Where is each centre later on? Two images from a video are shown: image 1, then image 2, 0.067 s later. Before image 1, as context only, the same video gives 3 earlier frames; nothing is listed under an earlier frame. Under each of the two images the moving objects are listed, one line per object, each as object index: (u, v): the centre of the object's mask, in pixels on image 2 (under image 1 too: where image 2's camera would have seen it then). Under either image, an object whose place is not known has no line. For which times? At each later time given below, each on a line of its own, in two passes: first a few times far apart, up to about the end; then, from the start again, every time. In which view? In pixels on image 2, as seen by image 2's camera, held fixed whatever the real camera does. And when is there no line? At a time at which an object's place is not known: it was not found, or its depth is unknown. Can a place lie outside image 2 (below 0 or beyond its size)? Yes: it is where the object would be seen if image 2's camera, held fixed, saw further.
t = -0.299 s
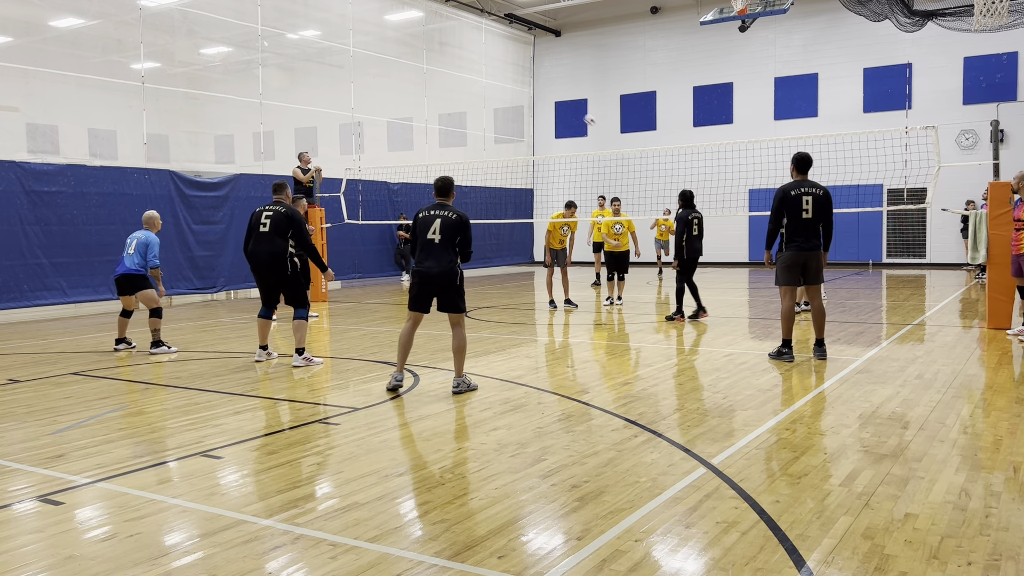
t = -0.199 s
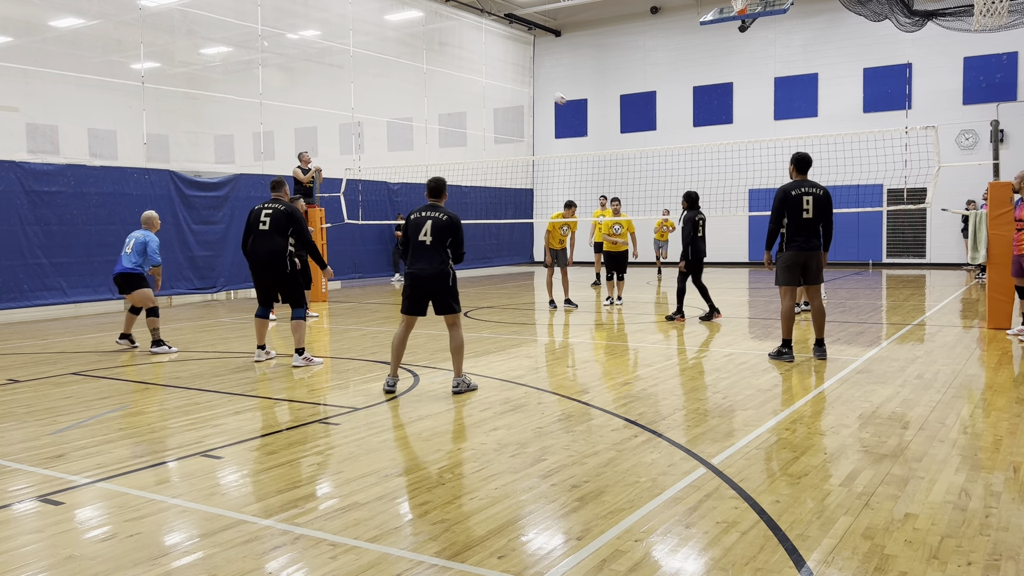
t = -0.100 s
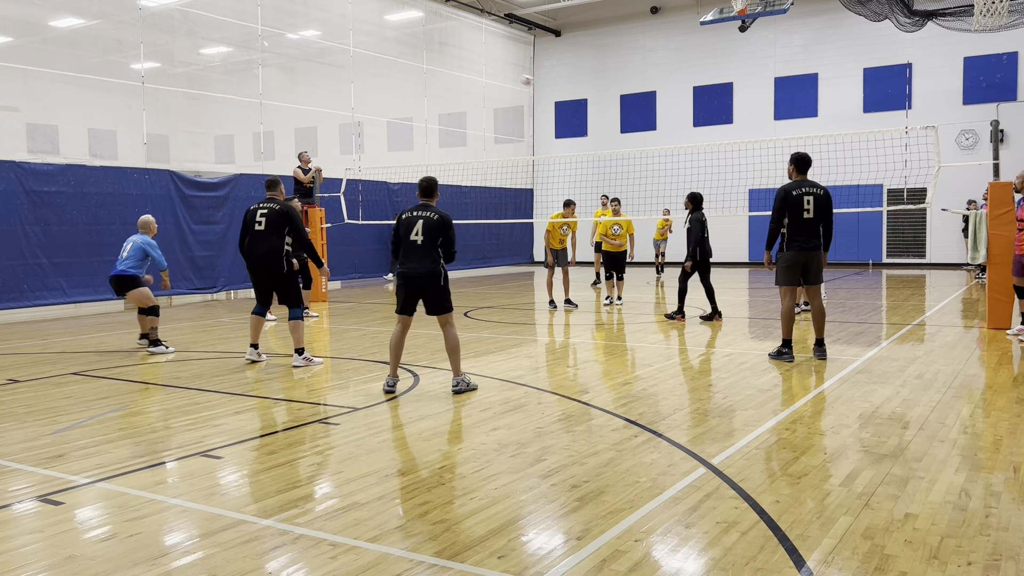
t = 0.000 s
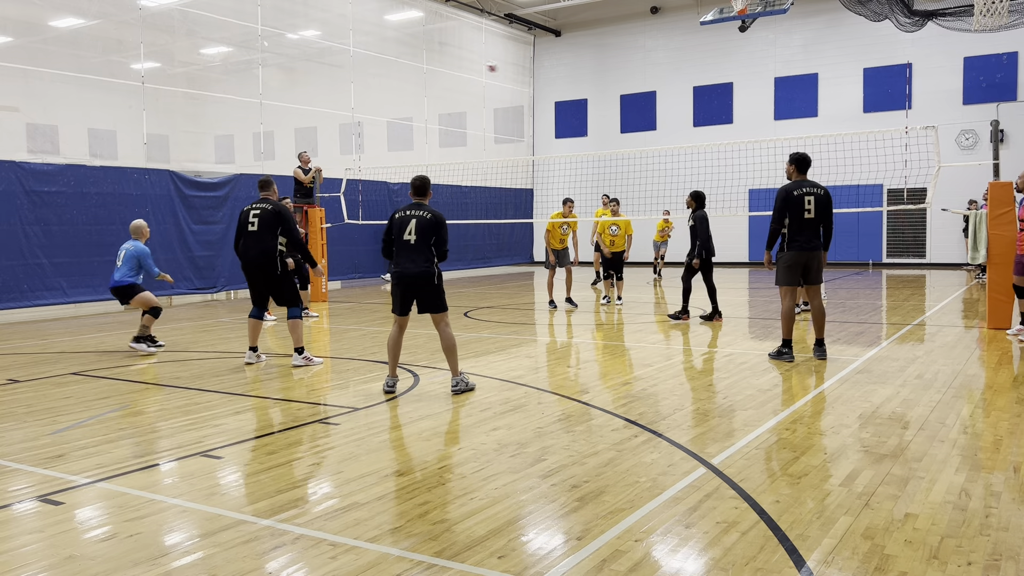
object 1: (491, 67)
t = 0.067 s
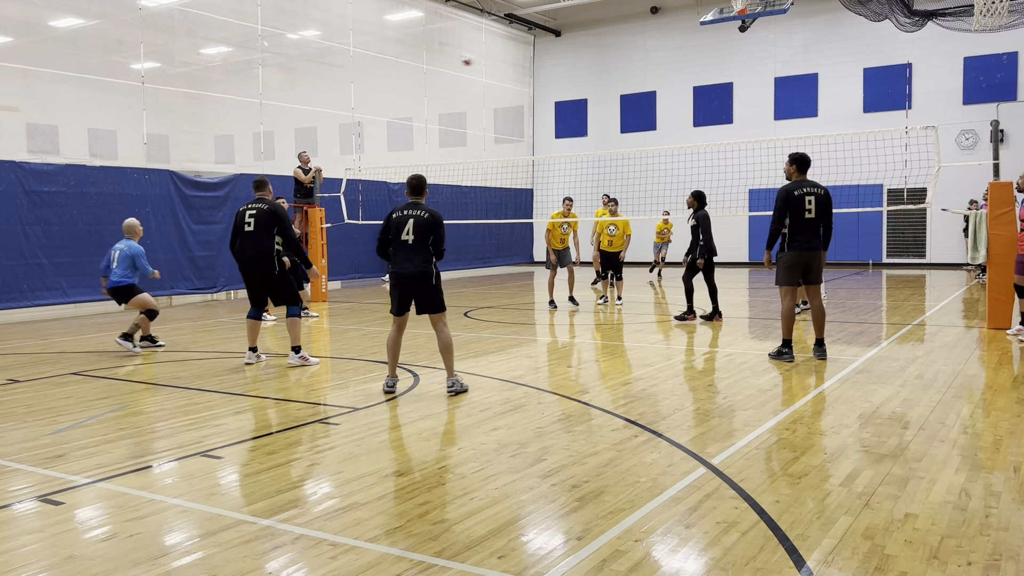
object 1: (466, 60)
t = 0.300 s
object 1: (367, 59)
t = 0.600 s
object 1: (200, 122)
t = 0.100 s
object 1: (453, 58)
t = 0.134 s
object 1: (440, 56)
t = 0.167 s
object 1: (426, 55)
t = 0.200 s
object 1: (412, 55)
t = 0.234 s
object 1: (398, 55)
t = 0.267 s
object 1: (383, 57)
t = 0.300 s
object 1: (367, 59)
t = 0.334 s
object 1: (351, 61)
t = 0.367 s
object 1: (334, 65)
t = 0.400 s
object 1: (317, 69)
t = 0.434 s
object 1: (298, 75)
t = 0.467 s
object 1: (281, 82)
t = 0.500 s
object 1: (261, 91)
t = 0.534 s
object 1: (242, 100)
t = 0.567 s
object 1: (221, 111)
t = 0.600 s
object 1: (200, 122)
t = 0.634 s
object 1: (179, 135)
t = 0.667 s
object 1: (156, 151)
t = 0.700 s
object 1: (131, 169)
